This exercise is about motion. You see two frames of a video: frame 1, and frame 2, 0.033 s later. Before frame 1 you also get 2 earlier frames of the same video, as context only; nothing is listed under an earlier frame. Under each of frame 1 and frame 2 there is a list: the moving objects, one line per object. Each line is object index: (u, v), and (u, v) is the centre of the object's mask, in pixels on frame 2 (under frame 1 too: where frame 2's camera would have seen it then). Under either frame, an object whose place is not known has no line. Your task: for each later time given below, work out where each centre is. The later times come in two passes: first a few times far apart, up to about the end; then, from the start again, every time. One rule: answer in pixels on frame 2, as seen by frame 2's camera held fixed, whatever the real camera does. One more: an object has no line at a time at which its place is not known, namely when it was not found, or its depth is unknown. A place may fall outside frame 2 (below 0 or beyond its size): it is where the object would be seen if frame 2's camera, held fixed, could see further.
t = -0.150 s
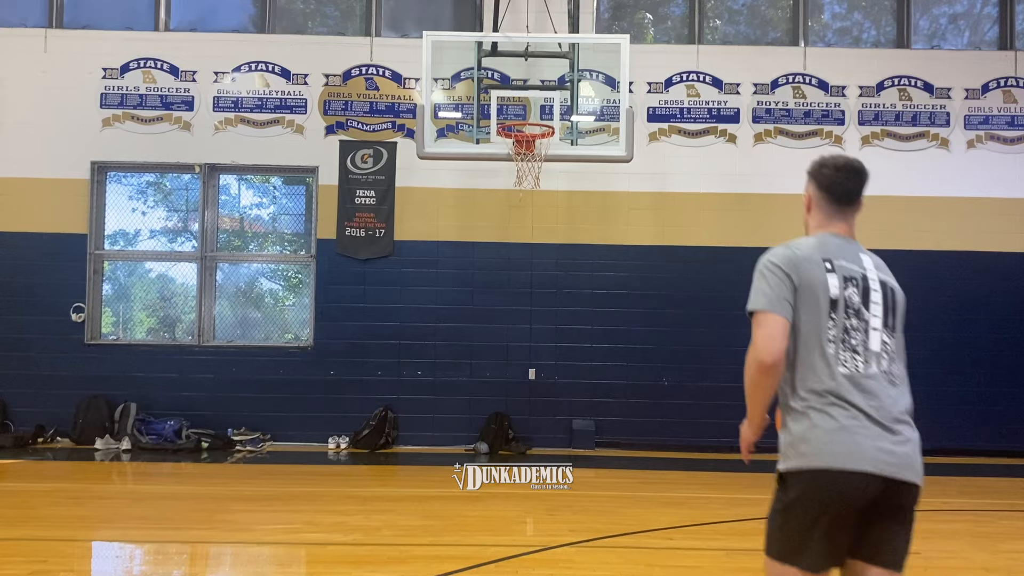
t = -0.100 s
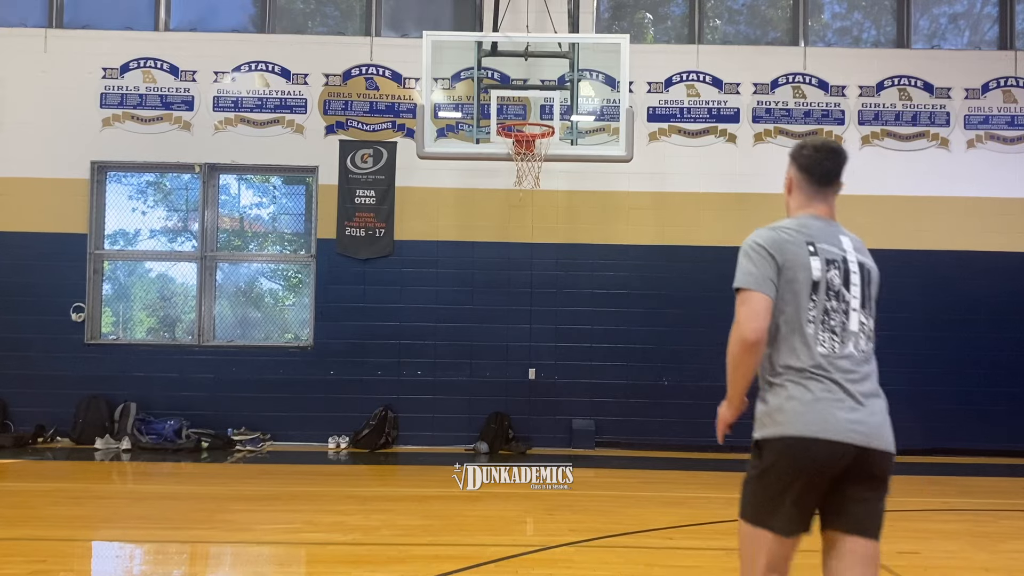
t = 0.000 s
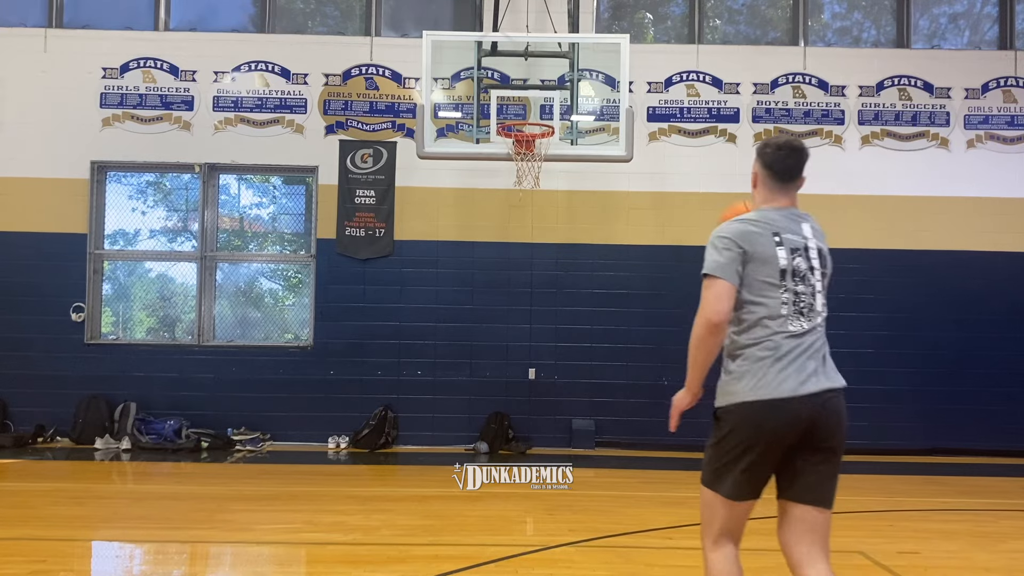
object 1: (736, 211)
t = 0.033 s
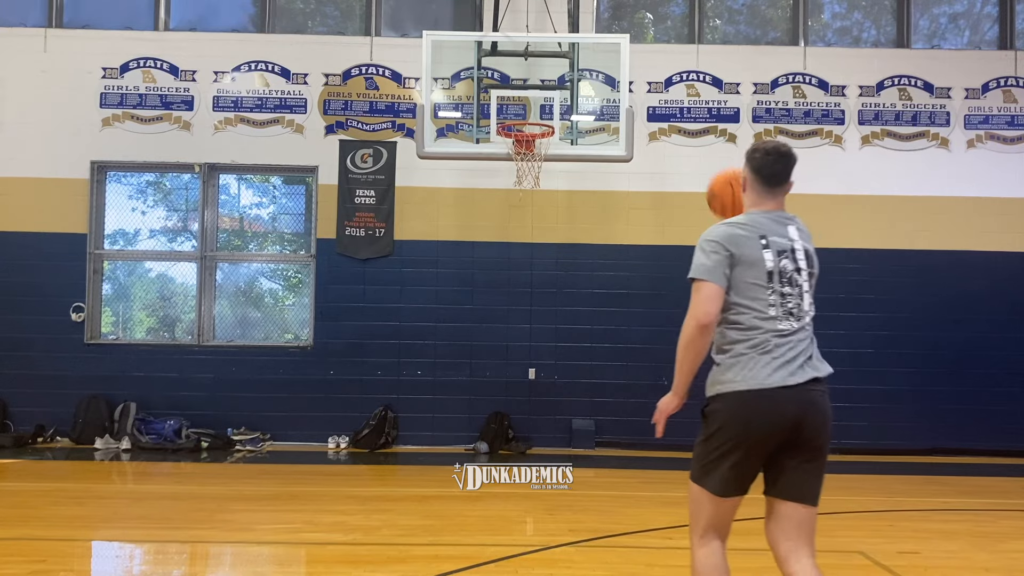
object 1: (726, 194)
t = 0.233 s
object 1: (676, 71)
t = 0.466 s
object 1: (634, 46)
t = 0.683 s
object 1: (604, 88)
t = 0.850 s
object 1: (587, 141)
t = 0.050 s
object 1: (722, 178)
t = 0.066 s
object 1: (718, 162)
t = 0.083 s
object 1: (715, 149)
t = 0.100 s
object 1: (711, 138)
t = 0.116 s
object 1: (705, 127)
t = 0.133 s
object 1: (701, 116)
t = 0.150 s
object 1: (697, 106)
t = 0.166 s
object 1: (692, 98)
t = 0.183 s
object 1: (688, 90)
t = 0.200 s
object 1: (684, 83)
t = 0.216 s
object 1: (680, 76)
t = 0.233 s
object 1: (676, 71)
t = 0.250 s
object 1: (673, 65)
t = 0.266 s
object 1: (669, 61)
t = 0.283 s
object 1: (666, 57)
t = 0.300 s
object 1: (662, 53)
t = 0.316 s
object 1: (659, 51)
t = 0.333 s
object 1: (656, 48)
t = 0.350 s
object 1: (653, 47)
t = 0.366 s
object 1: (650, 45)
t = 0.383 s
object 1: (647, 44)
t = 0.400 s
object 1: (644, 44)
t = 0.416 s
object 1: (642, 44)
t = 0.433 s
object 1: (639, 44)
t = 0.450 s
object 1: (636, 45)
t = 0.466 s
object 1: (634, 46)
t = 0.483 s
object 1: (631, 47)
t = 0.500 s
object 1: (629, 49)
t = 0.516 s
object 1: (626, 51)
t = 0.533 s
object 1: (624, 54)
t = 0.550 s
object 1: (621, 57)
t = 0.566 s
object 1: (619, 59)
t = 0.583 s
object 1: (617, 63)
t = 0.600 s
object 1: (614, 67)
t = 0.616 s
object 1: (612, 70)
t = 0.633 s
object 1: (610, 75)
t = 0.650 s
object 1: (608, 79)
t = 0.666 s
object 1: (606, 83)
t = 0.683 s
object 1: (604, 88)
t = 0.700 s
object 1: (602, 93)
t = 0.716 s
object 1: (600, 99)
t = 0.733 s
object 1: (598, 104)
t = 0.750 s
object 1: (596, 110)
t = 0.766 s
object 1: (594, 116)
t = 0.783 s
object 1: (592, 122)
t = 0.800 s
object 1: (591, 129)
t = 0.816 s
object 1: (589, 135)
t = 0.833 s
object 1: (588, 139)
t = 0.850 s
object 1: (587, 141)
